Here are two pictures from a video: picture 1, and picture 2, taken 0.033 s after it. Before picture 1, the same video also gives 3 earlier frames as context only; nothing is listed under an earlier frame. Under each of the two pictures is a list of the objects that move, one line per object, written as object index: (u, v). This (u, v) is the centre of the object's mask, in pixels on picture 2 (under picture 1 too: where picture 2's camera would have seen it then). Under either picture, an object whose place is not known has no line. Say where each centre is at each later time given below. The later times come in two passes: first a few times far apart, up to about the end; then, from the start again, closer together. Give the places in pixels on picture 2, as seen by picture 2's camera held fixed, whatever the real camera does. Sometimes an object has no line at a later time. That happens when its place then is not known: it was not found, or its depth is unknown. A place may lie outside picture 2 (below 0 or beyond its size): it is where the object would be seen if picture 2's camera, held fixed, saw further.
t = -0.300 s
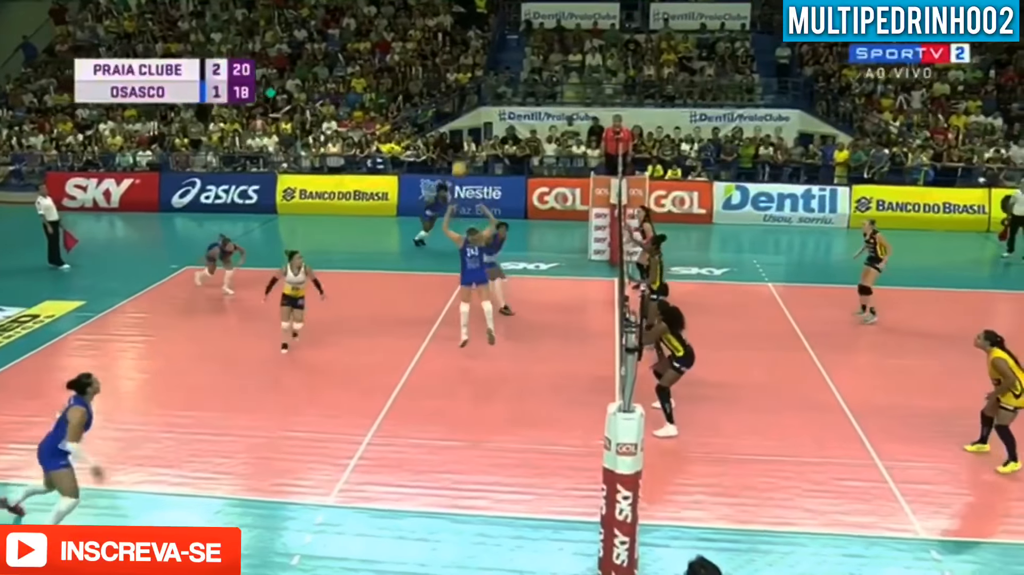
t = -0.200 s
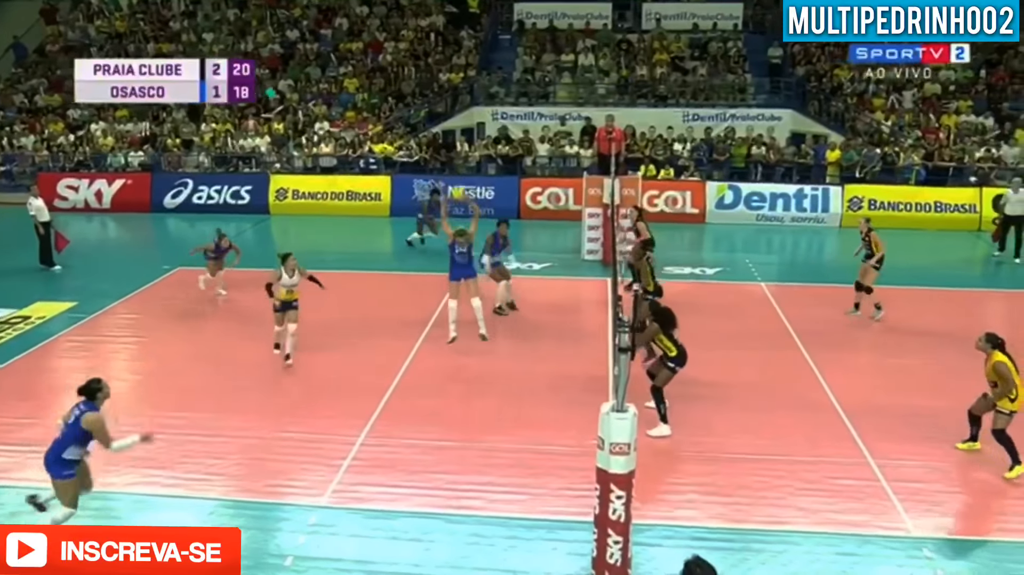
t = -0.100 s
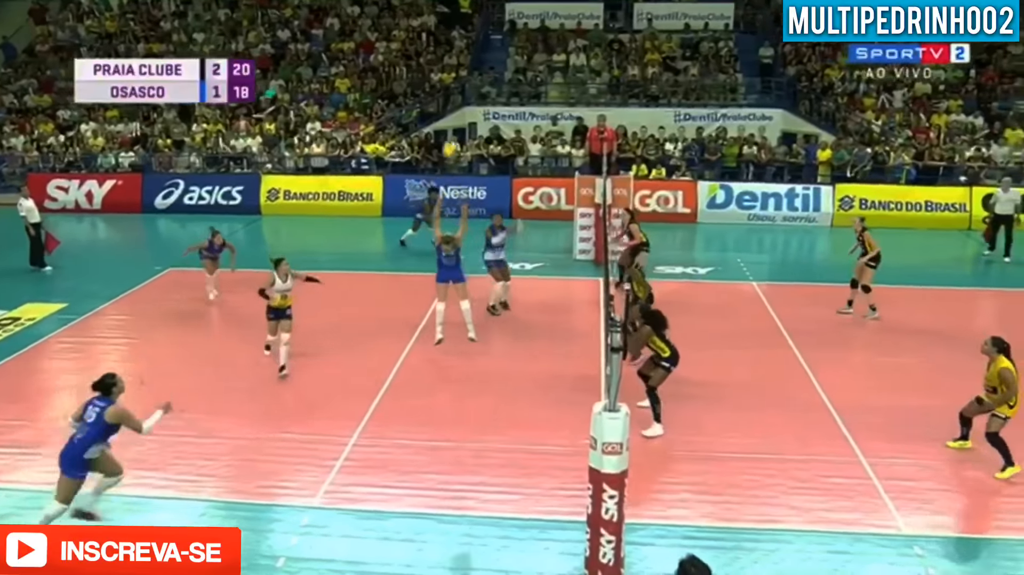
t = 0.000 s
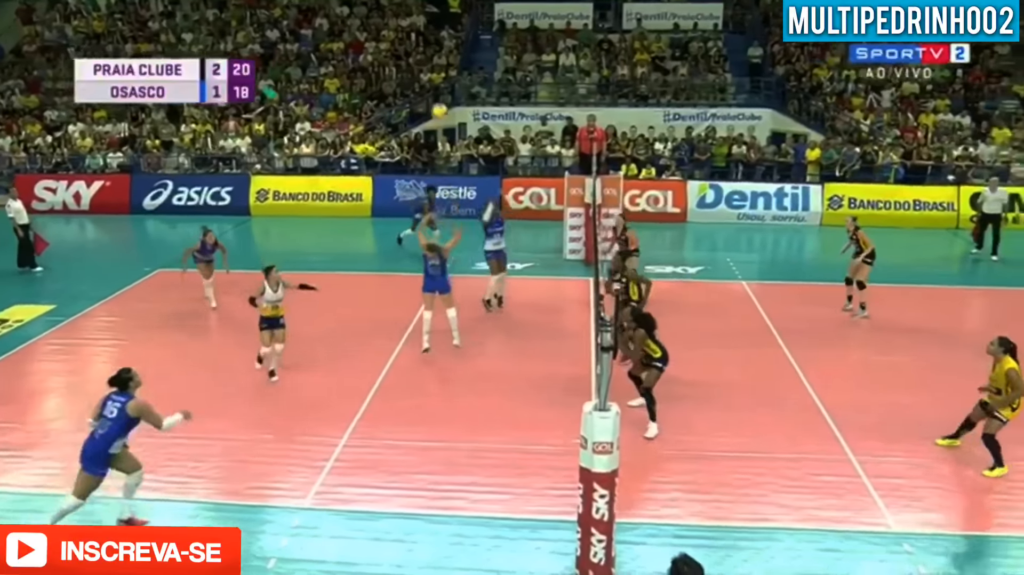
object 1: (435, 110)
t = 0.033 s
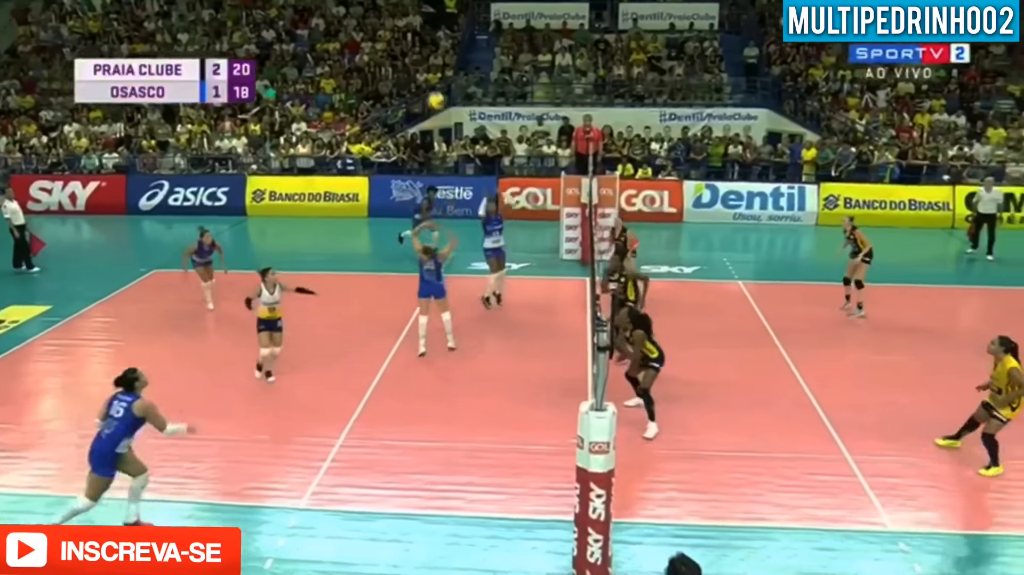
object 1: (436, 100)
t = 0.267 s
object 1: (440, 44)
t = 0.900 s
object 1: (459, 137)
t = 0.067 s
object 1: (436, 90)
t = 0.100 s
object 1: (436, 80)
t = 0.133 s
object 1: (437, 71)
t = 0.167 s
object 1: (437, 63)
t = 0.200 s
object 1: (438, 56)
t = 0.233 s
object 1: (439, 49)
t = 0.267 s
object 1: (440, 44)
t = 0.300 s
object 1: (441, 39)
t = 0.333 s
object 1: (442, 36)
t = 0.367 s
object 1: (443, 34)
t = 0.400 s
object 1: (444, 32)
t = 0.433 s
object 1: (445, 31)
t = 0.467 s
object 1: (446, 32)
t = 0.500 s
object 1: (448, 34)
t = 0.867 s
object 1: (458, 121)
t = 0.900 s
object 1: (459, 137)
